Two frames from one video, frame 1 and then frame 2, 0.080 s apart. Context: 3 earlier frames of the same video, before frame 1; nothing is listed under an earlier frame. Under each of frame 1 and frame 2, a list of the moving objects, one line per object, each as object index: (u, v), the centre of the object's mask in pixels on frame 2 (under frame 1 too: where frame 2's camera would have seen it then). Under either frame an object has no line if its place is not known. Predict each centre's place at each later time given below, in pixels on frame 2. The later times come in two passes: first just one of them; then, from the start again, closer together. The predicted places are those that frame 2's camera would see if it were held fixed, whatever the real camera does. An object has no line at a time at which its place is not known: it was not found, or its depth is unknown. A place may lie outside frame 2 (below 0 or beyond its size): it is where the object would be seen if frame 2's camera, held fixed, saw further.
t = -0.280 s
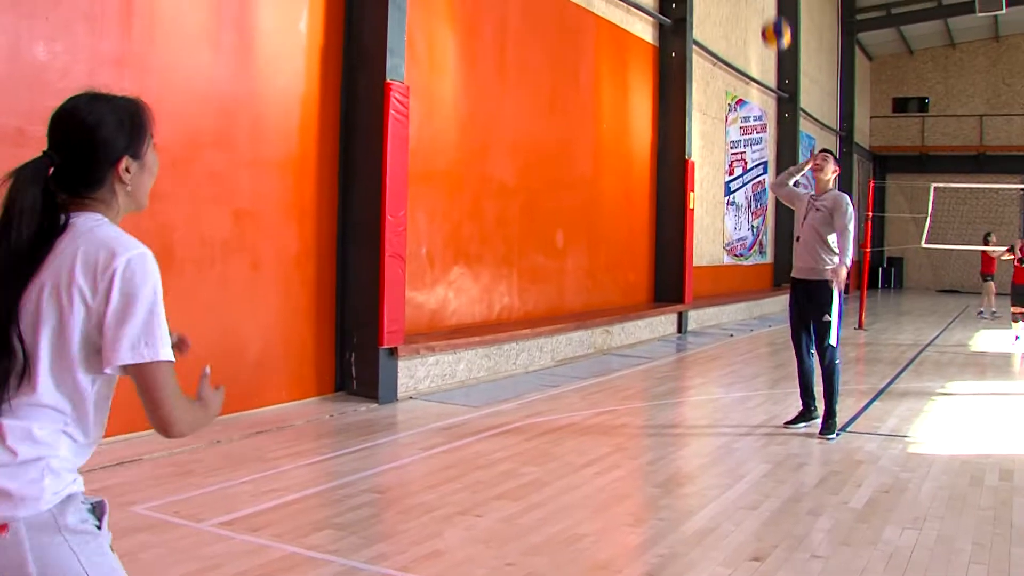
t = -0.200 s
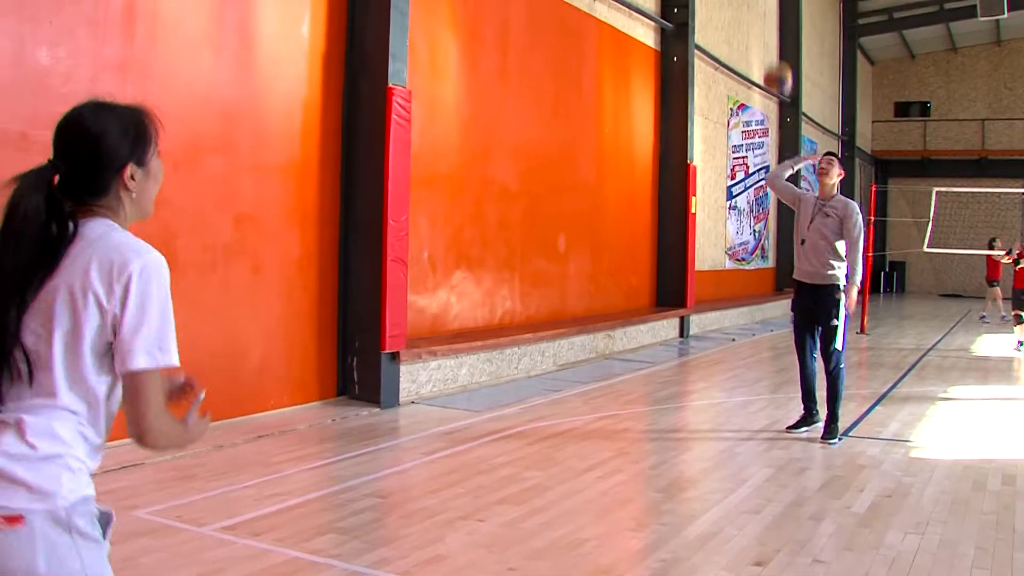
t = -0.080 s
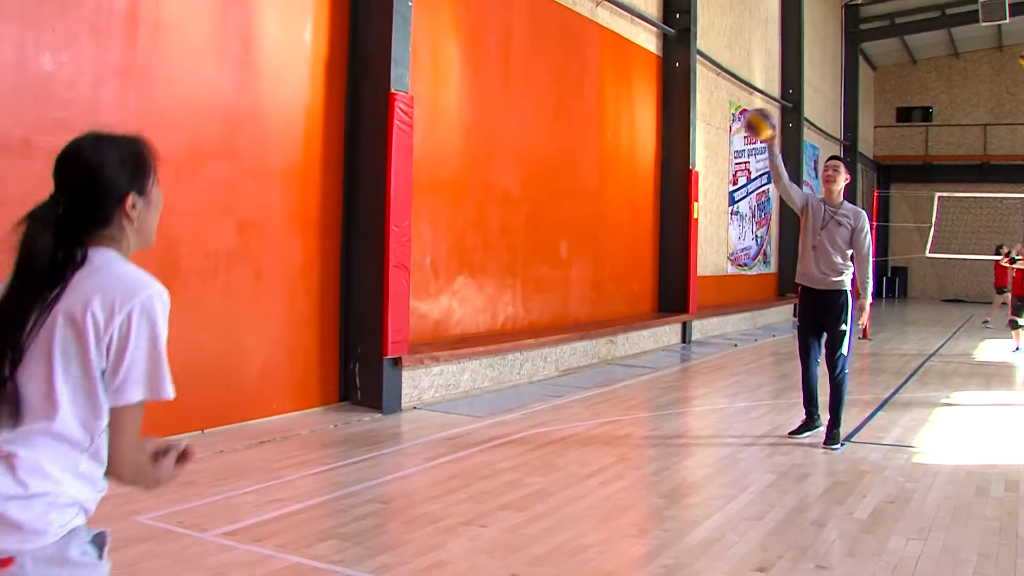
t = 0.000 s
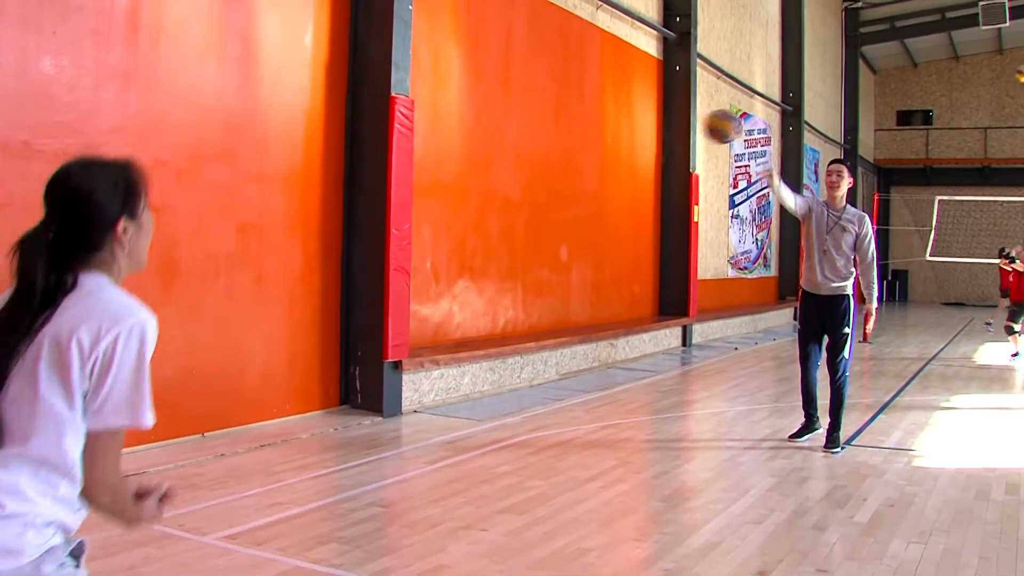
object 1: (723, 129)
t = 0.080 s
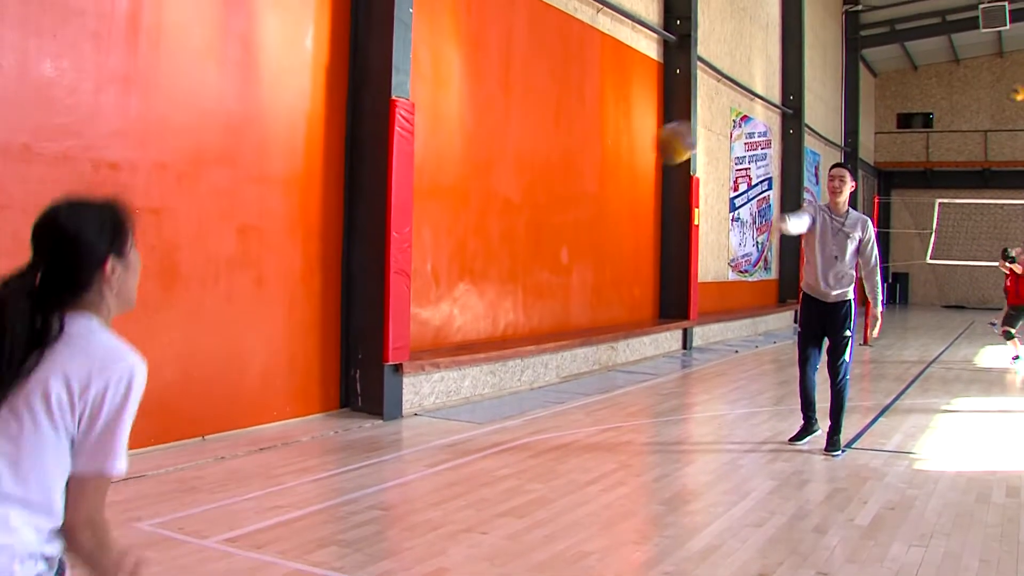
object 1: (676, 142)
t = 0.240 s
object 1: (541, 229)
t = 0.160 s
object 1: (619, 172)
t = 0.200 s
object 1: (584, 195)
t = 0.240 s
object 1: (541, 229)
